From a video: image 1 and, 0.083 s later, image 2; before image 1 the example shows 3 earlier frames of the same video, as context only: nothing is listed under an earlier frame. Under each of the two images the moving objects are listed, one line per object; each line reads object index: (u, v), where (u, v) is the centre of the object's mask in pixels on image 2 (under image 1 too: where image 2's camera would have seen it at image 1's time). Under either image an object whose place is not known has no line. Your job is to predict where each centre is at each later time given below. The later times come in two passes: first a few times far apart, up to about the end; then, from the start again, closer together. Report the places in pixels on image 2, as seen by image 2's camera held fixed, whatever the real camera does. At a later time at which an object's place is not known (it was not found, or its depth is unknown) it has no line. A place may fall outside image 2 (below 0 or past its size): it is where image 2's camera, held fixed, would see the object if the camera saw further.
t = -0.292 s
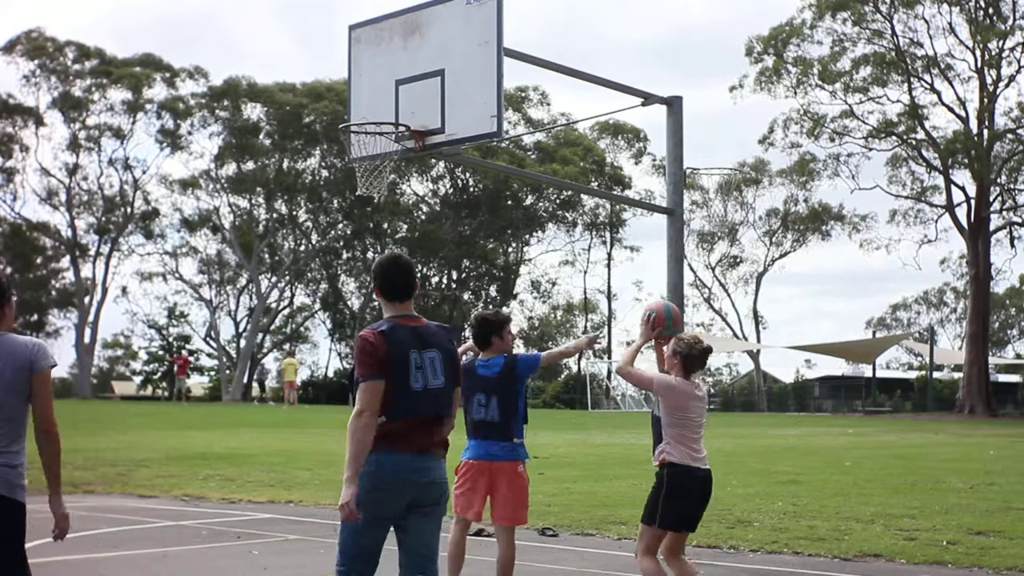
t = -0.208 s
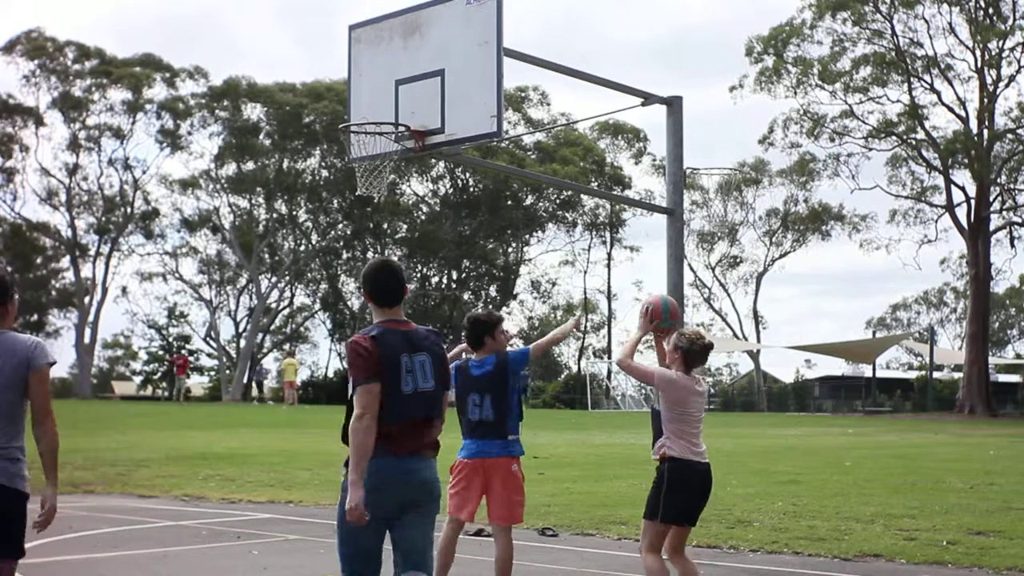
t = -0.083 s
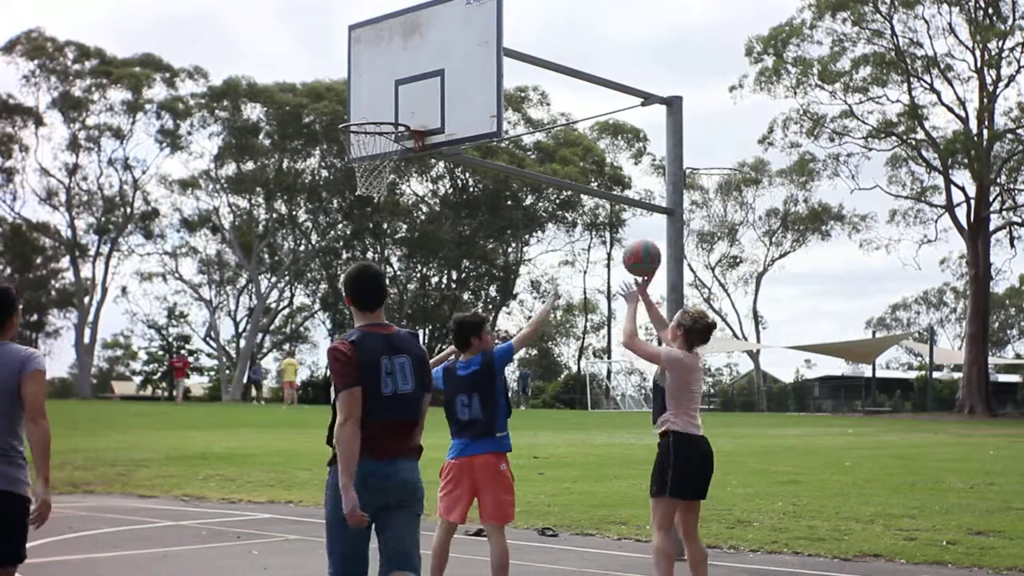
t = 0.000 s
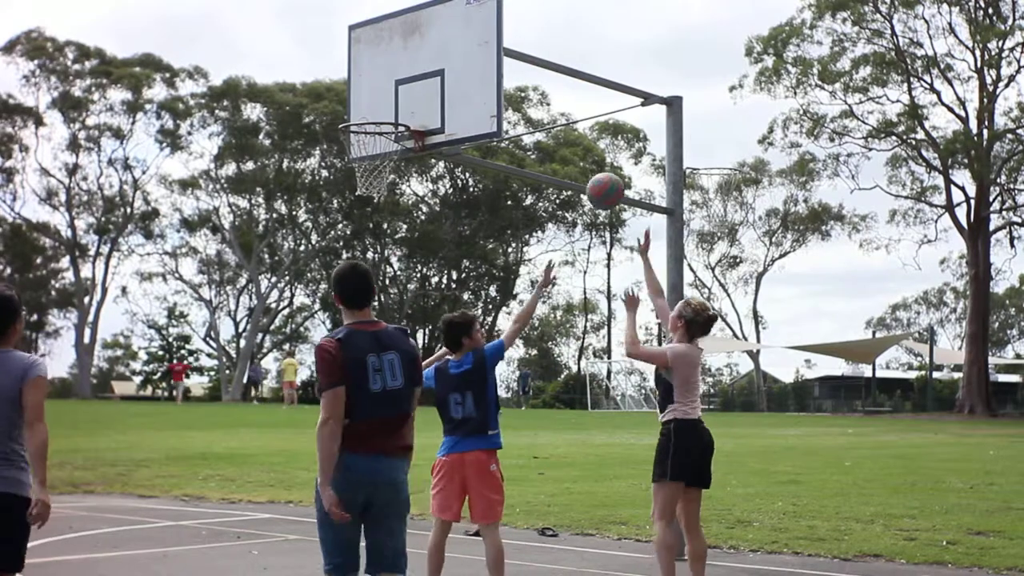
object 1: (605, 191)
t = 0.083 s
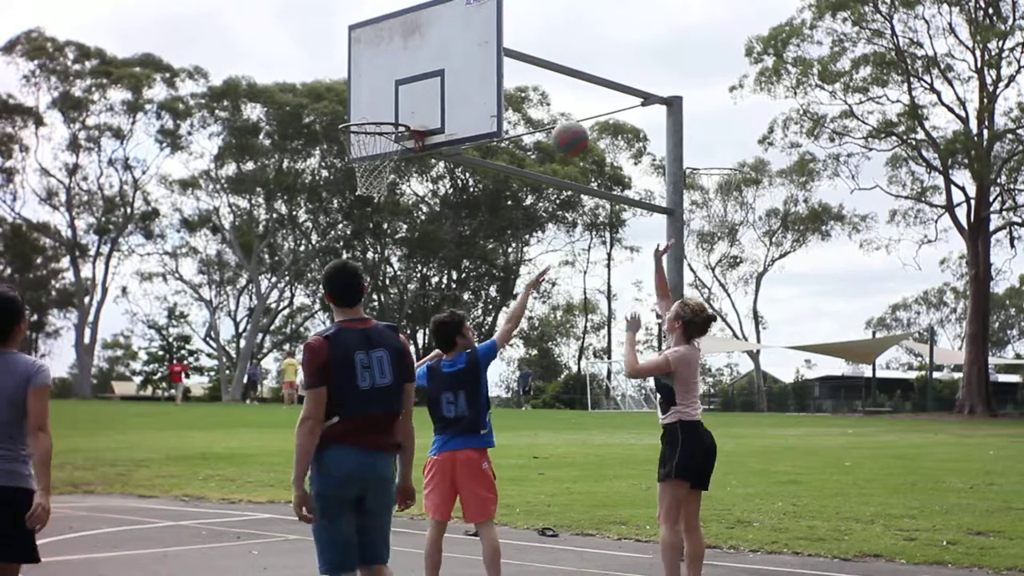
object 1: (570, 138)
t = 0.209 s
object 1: (520, 86)
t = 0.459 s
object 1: (429, 57)
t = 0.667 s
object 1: (358, 105)
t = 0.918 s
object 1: (329, 126)
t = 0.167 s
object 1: (535, 100)
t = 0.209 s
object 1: (520, 86)
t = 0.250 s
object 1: (504, 73)
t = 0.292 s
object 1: (488, 65)
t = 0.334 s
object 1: (473, 59)
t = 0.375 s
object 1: (458, 55)
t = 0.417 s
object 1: (443, 55)
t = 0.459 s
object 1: (429, 57)
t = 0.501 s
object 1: (414, 61)
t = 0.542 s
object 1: (400, 68)
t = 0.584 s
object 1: (386, 79)
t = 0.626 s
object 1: (372, 91)
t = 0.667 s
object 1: (358, 105)
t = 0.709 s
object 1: (350, 108)
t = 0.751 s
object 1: (347, 107)
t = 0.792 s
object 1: (343, 108)
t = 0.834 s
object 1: (338, 111)
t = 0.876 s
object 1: (333, 116)
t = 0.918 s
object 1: (329, 126)
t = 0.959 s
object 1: (327, 138)
